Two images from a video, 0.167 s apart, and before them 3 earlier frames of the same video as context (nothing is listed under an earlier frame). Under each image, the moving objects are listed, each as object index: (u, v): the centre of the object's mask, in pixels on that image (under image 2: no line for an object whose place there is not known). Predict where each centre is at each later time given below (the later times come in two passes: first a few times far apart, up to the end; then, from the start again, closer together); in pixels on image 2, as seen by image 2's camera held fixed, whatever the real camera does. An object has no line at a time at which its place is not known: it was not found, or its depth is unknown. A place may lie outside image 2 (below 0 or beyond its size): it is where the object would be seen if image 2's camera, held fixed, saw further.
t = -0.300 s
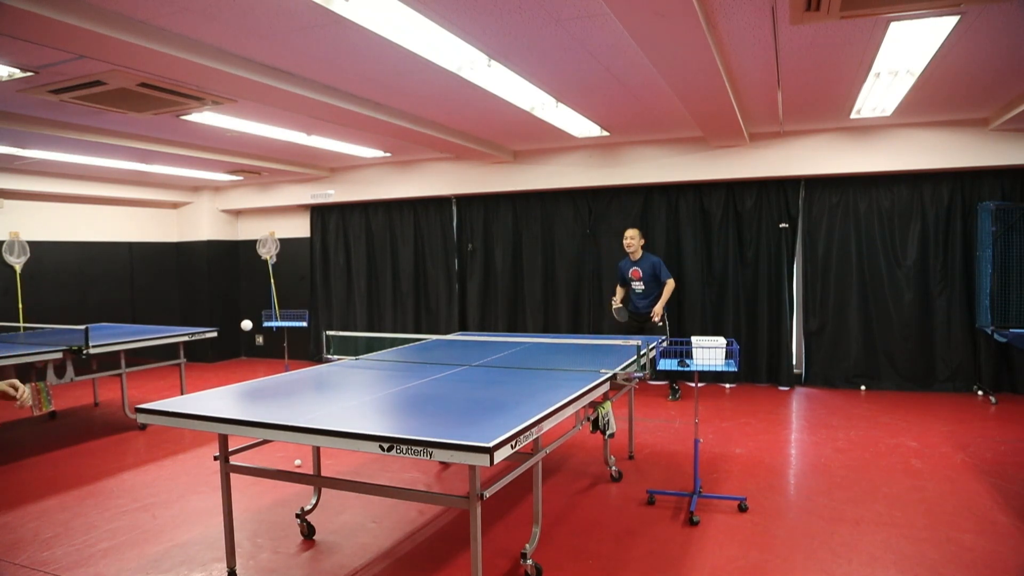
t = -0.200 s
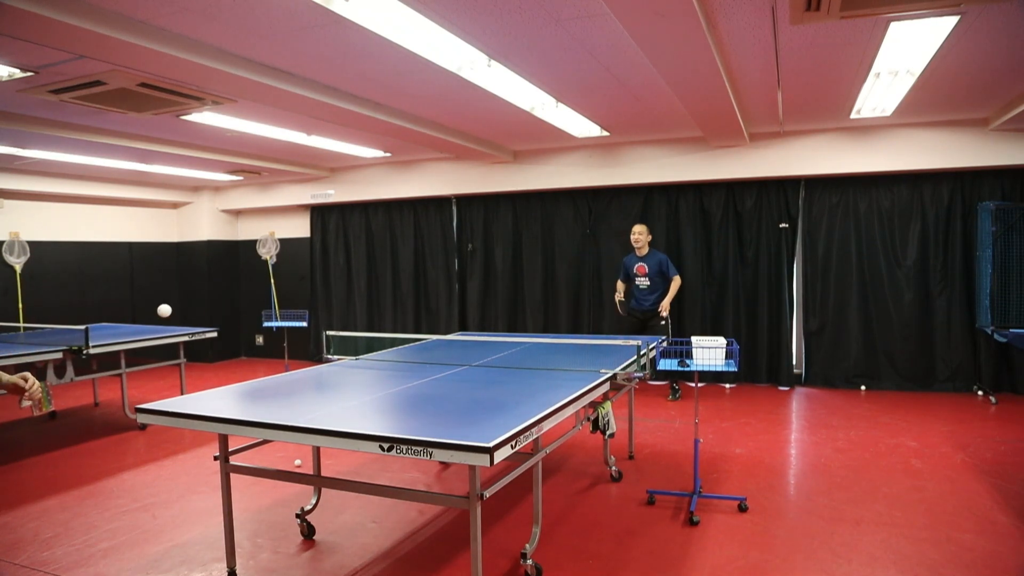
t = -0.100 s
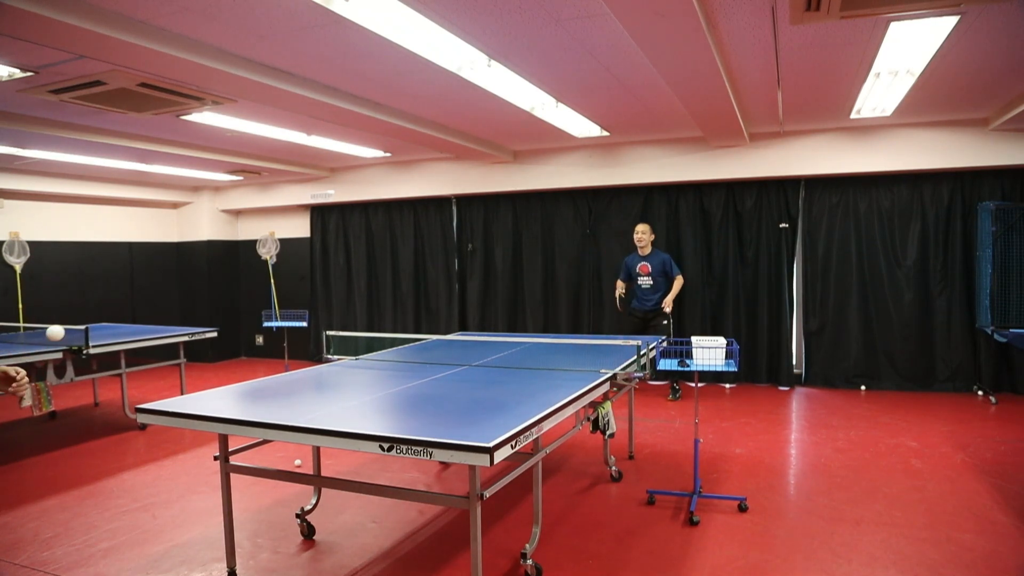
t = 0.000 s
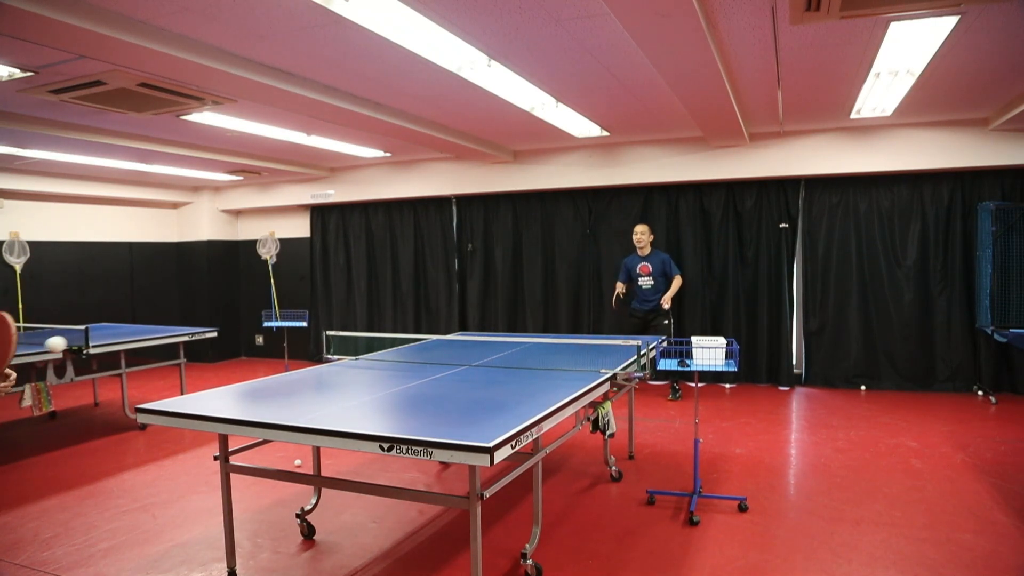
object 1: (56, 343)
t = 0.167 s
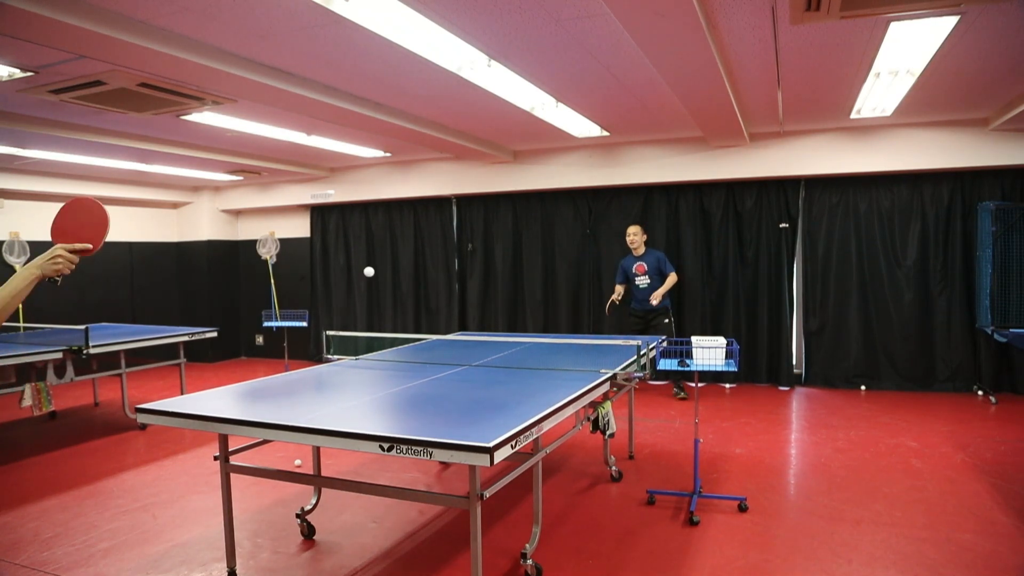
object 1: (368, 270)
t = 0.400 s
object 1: (508, 331)
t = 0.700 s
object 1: (583, 276)
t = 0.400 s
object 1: (508, 331)
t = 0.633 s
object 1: (570, 276)
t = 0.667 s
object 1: (577, 275)
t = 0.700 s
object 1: (583, 276)
